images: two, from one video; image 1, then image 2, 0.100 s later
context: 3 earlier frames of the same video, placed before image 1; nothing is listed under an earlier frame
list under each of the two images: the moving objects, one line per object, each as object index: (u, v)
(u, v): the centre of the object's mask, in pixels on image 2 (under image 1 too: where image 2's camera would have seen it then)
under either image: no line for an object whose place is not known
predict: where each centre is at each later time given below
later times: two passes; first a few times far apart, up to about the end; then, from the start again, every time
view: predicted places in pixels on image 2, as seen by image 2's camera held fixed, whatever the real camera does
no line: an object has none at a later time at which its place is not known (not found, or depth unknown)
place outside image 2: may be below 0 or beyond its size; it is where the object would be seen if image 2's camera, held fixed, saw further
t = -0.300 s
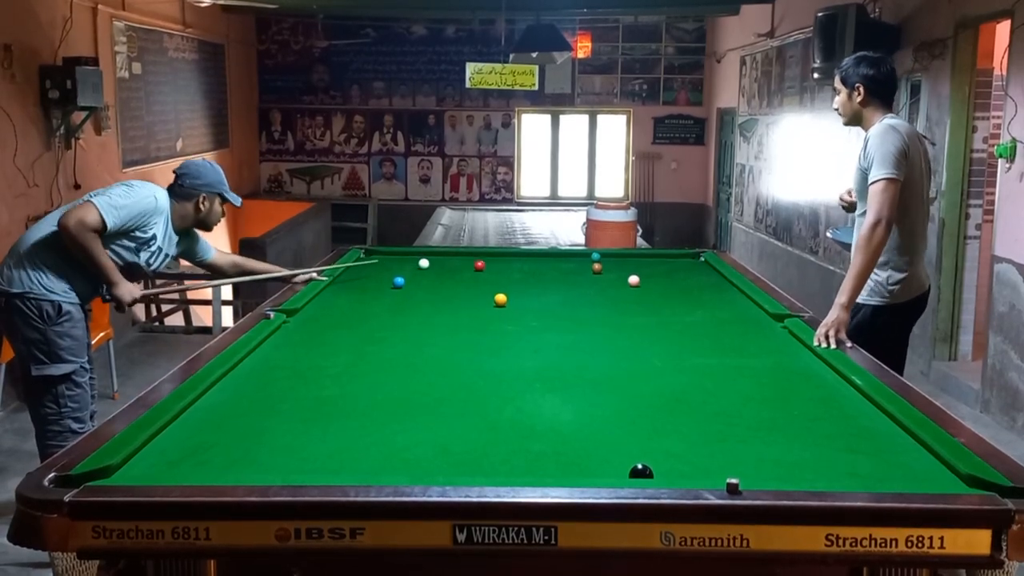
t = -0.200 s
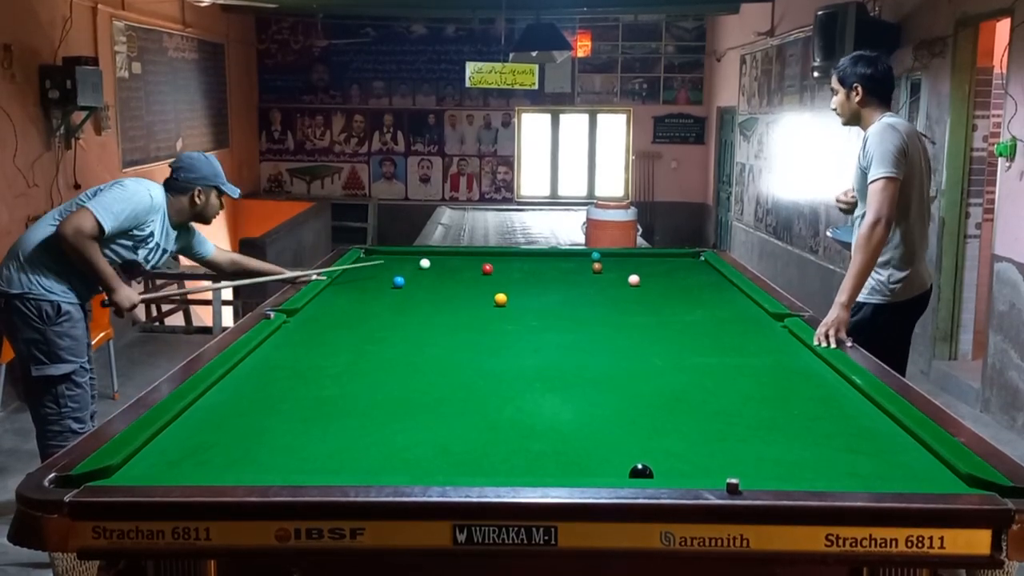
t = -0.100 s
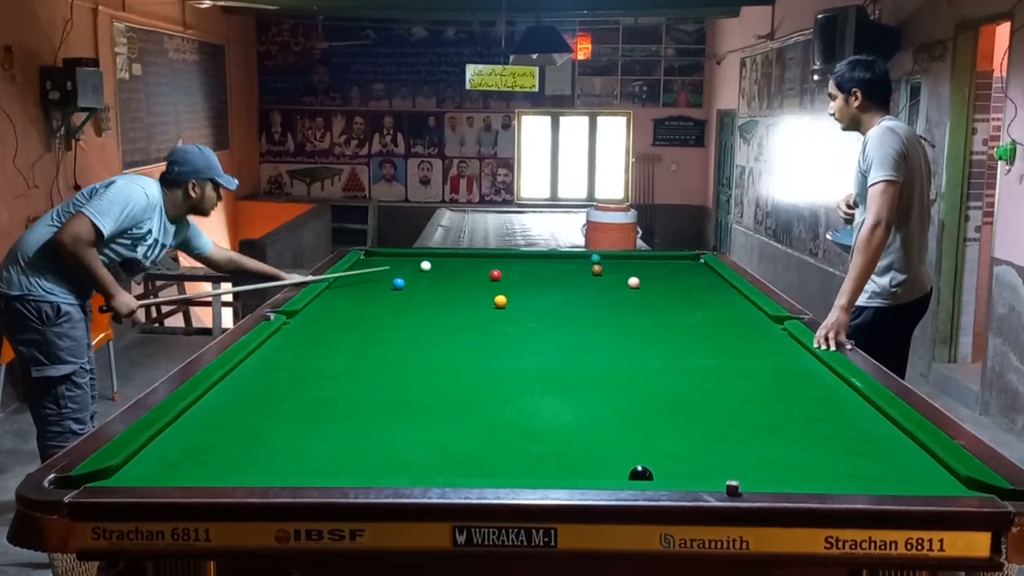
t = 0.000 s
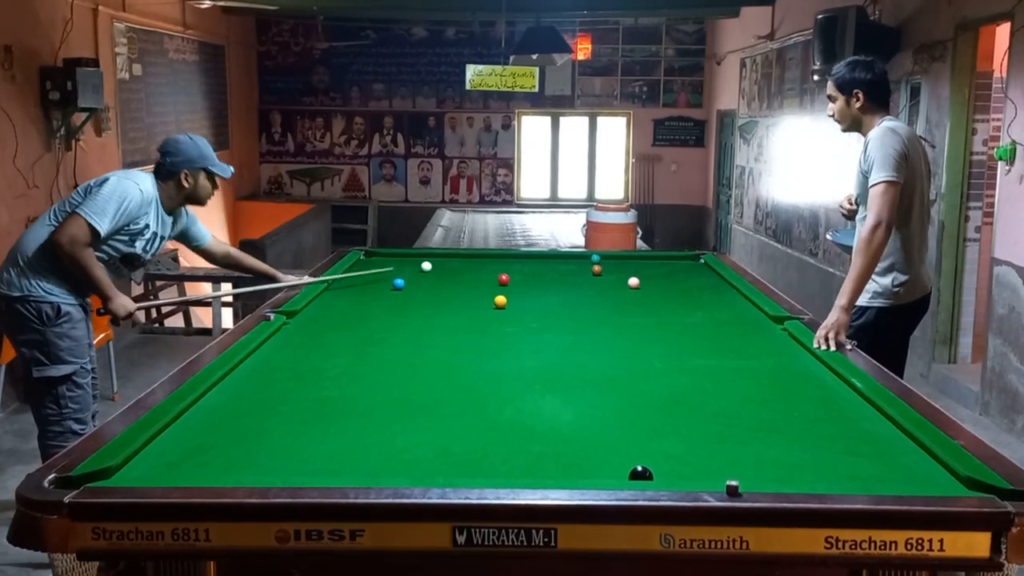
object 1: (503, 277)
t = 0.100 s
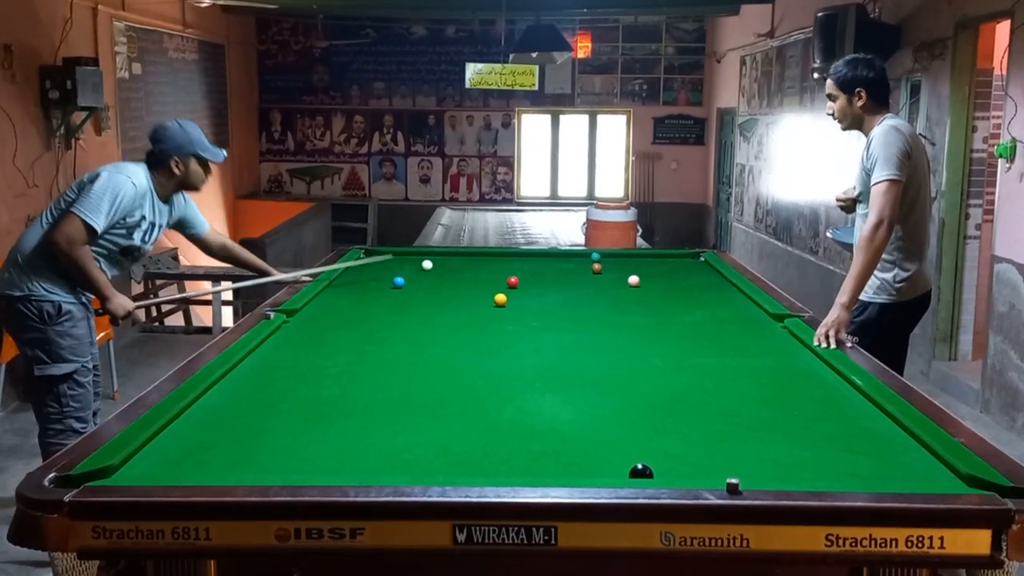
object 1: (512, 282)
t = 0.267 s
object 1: (528, 290)
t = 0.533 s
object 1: (555, 303)
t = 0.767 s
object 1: (582, 316)
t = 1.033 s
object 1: (616, 334)
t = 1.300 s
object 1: (655, 353)
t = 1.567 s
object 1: (700, 375)
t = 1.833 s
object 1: (751, 401)
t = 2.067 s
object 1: (804, 428)
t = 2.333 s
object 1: (874, 463)
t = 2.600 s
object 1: (915, 471)
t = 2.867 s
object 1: (906, 446)
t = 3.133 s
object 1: (888, 424)
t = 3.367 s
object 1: (863, 410)
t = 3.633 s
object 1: (838, 396)
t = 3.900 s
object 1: (818, 384)
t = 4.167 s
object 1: (802, 374)
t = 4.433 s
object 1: (787, 365)
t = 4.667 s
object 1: (777, 359)
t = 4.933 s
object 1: (766, 352)
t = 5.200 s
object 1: (757, 347)
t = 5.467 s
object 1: (749, 342)
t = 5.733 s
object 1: (742, 338)
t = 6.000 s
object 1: (736, 335)
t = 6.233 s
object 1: (732, 333)
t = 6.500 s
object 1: (729, 331)
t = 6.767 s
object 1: (725, 329)
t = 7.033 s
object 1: (723, 328)
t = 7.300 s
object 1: (723, 328)
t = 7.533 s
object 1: (723, 328)
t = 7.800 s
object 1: (723, 328)
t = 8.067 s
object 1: (723, 327)
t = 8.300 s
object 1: (723, 328)
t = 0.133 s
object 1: (515, 283)
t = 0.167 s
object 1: (518, 285)
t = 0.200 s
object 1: (522, 287)
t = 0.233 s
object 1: (524, 288)
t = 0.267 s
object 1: (528, 290)
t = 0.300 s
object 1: (531, 291)
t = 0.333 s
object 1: (534, 293)
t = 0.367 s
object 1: (538, 294)
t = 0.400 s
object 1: (541, 296)
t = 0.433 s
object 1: (544, 298)
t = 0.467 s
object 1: (548, 300)
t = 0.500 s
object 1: (551, 301)
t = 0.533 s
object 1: (555, 303)
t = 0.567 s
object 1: (559, 305)
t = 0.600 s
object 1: (563, 307)
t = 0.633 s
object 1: (566, 309)
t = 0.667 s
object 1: (570, 311)
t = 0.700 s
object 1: (574, 312)
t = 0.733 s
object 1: (578, 314)
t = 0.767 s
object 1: (582, 316)
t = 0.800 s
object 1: (586, 318)
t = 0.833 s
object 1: (590, 320)
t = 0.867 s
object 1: (594, 323)
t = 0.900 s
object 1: (598, 325)
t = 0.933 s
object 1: (603, 327)
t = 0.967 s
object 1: (607, 329)
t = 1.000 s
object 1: (612, 331)
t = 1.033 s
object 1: (616, 334)
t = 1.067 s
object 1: (621, 336)
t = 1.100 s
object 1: (625, 338)
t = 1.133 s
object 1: (630, 341)
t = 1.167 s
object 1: (635, 343)
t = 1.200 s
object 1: (640, 345)
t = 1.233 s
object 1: (645, 348)
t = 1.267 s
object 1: (650, 350)
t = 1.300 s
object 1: (655, 353)
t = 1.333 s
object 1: (660, 355)
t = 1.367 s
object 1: (665, 358)
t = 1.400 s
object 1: (671, 361)
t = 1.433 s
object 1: (677, 364)
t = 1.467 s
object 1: (682, 367)
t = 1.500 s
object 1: (688, 369)
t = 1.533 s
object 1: (694, 372)
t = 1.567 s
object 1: (700, 375)
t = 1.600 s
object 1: (705, 378)
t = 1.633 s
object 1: (712, 381)
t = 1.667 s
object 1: (718, 385)
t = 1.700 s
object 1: (724, 388)
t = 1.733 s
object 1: (731, 391)
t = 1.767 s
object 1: (737, 394)
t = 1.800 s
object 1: (744, 398)
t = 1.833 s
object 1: (751, 401)
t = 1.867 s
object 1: (758, 405)
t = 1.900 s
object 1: (765, 409)
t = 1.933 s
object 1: (773, 412)
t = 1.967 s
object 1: (780, 416)
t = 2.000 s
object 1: (788, 420)
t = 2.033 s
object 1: (795, 424)
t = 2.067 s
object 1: (804, 428)
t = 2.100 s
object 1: (812, 432)
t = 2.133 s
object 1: (820, 436)
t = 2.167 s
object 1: (829, 440)
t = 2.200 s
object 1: (837, 445)
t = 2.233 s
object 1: (846, 449)
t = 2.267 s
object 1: (855, 454)
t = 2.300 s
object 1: (864, 458)
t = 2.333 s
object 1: (874, 463)
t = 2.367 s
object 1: (883, 468)
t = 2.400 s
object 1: (893, 471)
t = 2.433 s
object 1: (903, 474)
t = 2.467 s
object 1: (913, 477)
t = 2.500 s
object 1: (919, 478)
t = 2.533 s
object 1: (917, 475)
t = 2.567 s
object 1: (916, 473)
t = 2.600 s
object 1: (915, 471)
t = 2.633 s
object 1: (914, 469)
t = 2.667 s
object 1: (912, 465)
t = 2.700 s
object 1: (911, 462)
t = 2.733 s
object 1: (910, 459)
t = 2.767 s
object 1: (909, 455)
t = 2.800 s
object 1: (908, 452)
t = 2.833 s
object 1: (907, 448)
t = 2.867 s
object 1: (906, 446)
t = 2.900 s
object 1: (904, 442)
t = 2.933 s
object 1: (903, 439)
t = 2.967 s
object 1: (903, 437)
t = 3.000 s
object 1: (902, 434)
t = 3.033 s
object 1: (900, 431)
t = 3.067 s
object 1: (895, 429)
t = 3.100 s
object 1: (892, 426)
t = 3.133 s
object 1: (888, 424)
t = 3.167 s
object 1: (884, 422)
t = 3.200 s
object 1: (880, 420)
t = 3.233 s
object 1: (876, 418)
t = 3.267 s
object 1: (873, 416)
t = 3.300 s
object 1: (870, 414)
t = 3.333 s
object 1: (866, 412)
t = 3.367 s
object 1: (863, 410)
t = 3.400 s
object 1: (859, 408)
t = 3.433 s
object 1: (856, 406)
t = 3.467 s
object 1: (853, 405)
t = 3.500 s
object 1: (850, 403)
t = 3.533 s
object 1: (847, 401)
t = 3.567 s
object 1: (844, 400)
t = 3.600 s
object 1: (841, 398)
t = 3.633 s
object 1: (838, 396)
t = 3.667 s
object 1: (836, 395)
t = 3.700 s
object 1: (833, 393)
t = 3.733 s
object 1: (830, 391)
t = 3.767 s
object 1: (828, 390)
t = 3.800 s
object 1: (825, 388)
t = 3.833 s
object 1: (823, 387)
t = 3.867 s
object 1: (821, 385)
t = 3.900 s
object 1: (818, 384)
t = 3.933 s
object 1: (817, 383)
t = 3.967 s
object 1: (814, 382)
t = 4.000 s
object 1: (812, 380)
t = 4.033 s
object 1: (810, 379)
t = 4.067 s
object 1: (808, 377)
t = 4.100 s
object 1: (806, 376)
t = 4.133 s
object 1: (804, 375)
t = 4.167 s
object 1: (802, 374)
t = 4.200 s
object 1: (800, 373)
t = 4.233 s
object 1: (798, 371)
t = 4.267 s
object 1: (796, 370)
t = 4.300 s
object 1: (795, 369)
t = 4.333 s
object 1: (793, 368)
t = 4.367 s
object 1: (791, 367)
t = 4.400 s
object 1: (789, 366)
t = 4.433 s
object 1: (787, 365)
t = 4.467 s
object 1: (786, 364)
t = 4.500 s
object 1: (784, 363)
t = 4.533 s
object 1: (783, 362)
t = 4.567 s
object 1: (781, 361)
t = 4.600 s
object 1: (780, 360)
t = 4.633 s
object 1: (778, 359)
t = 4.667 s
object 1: (777, 359)
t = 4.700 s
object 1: (775, 358)
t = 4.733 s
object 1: (774, 357)
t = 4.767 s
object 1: (772, 356)
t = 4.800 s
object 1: (771, 355)
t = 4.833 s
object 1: (770, 354)
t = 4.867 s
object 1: (768, 353)
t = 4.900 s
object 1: (767, 353)
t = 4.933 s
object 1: (766, 352)
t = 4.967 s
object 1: (765, 351)
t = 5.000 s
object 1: (763, 350)
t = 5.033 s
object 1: (762, 350)
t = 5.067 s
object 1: (761, 349)
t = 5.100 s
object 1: (760, 349)
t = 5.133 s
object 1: (759, 348)
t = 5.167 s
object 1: (758, 347)
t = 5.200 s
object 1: (757, 347)
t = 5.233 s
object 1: (756, 346)
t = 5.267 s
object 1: (755, 345)
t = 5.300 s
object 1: (754, 345)
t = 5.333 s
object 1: (753, 344)
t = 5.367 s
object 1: (752, 344)
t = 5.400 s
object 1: (751, 343)
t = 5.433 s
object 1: (750, 343)
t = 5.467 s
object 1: (749, 342)
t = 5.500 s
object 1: (748, 342)
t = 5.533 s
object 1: (747, 341)
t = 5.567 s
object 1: (746, 341)
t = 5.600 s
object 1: (745, 340)
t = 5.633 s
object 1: (745, 340)
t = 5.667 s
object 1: (744, 339)
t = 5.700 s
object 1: (743, 338)
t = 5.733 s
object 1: (742, 338)
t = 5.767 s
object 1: (741, 337)
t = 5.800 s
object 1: (741, 337)
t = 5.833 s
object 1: (740, 337)
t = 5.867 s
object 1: (739, 336)
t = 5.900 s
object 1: (738, 336)
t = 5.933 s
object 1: (738, 336)
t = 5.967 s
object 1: (737, 335)
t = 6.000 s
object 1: (736, 335)
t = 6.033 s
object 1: (736, 335)
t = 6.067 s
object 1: (735, 334)
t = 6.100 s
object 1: (735, 334)
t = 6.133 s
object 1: (734, 334)
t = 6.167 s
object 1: (734, 333)
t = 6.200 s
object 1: (733, 333)
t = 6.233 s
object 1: (732, 333)
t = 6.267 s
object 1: (732, 333)
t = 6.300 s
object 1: (731, 332)
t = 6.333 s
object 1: (731, 332)
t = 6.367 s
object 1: (730, 331)
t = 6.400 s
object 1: (730, 331)
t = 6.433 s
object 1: (730, 331)
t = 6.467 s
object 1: (729, 331)
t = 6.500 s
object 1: (729, 331)
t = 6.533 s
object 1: (728, 330)
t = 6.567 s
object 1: (728, 330)
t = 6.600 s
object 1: (727, 330)
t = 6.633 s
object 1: (727, 330)
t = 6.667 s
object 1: (726, 330)
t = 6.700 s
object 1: (726, 330)
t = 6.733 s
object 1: (726, 329)
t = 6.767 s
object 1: (725, 329)
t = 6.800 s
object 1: (725, 329)
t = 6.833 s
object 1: (725, 329)
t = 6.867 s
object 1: (724, 329)
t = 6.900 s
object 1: (724, 329)
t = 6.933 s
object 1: (724, 329)
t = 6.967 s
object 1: (724, 328)
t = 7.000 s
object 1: (724, 328)
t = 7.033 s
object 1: (723, 328)
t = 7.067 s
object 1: (723, 328)
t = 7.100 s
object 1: (723, 328)
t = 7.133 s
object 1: (723, 328)
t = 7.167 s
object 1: (723, 328)
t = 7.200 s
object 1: (723, 328)
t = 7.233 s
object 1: (723, 328)
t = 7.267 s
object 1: (723, 328)
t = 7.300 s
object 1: (723, 328)
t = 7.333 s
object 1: (723, 328)
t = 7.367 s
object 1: (723, 328)
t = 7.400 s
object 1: (723, 328)
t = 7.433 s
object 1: (723, 328)
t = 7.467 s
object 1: (723, 328)
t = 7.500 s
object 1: (723, 328)
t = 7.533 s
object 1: (723, 328)
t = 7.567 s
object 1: (723, 328)
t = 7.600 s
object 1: (723, 328)
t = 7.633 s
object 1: (723, 328)
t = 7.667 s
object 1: (723, 328)
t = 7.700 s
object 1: (723, 328)
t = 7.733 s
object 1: (723, 328)
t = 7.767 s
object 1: (723, 328)
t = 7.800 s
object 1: (723, 328)
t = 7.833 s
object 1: (723, 327)
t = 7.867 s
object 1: (723, 327)
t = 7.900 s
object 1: (723, 328)
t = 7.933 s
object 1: (723, 327)
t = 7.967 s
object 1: (723, 327)
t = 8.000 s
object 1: (723, 327)
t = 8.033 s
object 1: (723, 328)
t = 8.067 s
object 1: (723, 327)
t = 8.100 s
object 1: (723, 327)
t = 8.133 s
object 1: (723, 327)
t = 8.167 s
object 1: (723, 327)
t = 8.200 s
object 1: (723, 327)
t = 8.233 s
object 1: (723, 328)
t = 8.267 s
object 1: (723, 328)
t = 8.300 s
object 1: (723, 328)
